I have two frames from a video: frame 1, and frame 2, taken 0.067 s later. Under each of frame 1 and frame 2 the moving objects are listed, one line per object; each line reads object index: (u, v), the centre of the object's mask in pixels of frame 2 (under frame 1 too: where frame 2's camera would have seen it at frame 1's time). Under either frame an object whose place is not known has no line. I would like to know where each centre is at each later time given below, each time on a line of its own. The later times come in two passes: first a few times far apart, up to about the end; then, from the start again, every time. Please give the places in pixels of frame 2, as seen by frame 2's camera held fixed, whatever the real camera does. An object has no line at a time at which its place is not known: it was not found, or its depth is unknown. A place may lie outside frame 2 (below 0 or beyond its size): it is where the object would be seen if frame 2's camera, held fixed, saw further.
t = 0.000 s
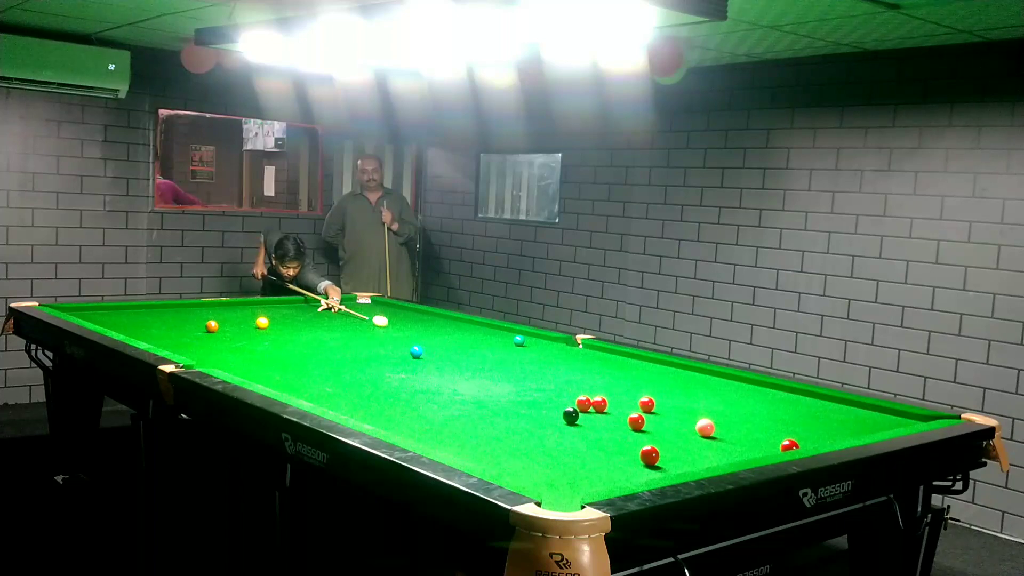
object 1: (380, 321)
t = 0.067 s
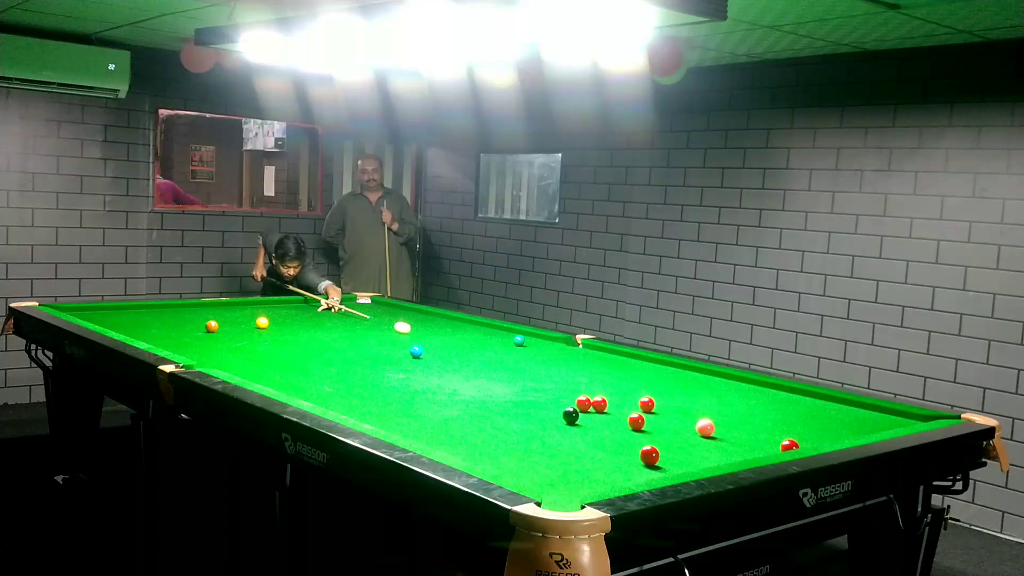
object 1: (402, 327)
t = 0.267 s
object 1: (474, 349)
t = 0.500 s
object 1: (567, 376)
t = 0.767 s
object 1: (689, 404)
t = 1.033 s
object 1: (815, 419)
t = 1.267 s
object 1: (883, 422)
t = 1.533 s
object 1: (851, 402)
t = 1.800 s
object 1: (771, 394)
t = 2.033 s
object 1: (707, 388)
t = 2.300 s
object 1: (638, 381)
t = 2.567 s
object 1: (575, 374)
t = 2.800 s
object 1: (523, 369)
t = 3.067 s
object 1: (467, 364)
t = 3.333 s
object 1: (413, 359)
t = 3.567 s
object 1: (369, 355)
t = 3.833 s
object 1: (321, 351)
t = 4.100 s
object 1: (275, 347)
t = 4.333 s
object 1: (237, 343)
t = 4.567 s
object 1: (200, 340)
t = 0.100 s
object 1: (414, 331)
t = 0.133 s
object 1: (425, 334)
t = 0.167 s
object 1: (437, 338)
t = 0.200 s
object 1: (449, 342)
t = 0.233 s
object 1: (461, 345)
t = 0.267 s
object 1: (474, 349)
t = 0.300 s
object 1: (487, 353)
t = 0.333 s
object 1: (499, 356)
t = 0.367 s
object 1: (512, 360)
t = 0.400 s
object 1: (526, 364)
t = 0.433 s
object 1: (539, 368)
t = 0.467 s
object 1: (552, 372)
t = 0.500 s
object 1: (567, 376)
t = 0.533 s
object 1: (582, 381)
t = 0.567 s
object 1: (597, 385)
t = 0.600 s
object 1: (613, 390)
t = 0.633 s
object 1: (629, 396)
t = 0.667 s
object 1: (646, 397)
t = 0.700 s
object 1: (662, 401)
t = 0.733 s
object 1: (675, 402)
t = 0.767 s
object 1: (689, 404)
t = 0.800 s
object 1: (705, 405)
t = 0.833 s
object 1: (719, 407)
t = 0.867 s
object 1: (735, 408)
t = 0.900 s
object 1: (749, 410)
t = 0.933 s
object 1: (766, 413)
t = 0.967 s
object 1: (782, 415)
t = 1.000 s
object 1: (798, 417)
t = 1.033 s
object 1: (815, 419)
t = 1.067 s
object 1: (831, 421)
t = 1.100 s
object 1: (848, 423)
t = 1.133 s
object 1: (865, 425)
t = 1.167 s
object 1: (881, 426)
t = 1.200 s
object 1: (891, 426)
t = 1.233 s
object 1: (887, 424)
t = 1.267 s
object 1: (883, 422)
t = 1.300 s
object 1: (879, 418)
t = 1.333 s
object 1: (875, 416)
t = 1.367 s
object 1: (873, 413)
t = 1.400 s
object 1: (870, 410)
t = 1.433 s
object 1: (868, 408)
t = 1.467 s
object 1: (866, 406)
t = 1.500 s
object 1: (863, 403)
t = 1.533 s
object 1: (851, 402)
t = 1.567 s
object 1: (841, 401)
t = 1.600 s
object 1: (830, 400)
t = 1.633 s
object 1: (820, 399)
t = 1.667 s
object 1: (810, 398)
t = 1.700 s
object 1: (800, 397)
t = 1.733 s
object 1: (790, 396)
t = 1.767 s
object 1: (781, 395)
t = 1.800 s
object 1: (771, 394)
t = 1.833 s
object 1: (762, 394)
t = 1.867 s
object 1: (753, 392)
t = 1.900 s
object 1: (743, 391)
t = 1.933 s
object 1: (734, 391)
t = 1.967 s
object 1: (725, 389)
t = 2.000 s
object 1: (716, 388)
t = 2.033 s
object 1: (707, 388)
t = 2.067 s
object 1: (698, 387)
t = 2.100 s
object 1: (689, 386)
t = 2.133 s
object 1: (680, 385)
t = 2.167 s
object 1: (672, 384)
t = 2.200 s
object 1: (663, 383)
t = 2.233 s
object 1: (655, 382)
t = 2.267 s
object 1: (647, 382)
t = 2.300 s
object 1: (638, 381)
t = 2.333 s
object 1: (630, 380)
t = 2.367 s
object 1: (622, 379)
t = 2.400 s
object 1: (614, 378)
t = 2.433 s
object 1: (606, 378)
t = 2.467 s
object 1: (598, 377)
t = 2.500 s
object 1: (591, 376)
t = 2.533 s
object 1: (583, 375)
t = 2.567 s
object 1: (575, 374)
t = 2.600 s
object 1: (567, 374)
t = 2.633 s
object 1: (560, 373)
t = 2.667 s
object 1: (552, 372)
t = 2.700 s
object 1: (545, 371)
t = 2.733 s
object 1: (537, 371)
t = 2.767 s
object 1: (530, 370)
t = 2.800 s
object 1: (523, 369)
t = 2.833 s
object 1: (516, 369)
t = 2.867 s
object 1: (509, 368)
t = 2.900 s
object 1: (501, 367)
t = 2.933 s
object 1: (494, 367)
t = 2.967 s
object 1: (487, 366)
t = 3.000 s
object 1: (480, 365)
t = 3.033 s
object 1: (474, 365)
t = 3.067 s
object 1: (467, 364)
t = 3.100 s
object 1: (460, 363)
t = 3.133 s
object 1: (453, 363)
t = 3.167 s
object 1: (446, 362)
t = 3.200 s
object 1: (440, 362)
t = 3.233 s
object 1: (433, 361)
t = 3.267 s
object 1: (426, 360)
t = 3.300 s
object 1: (420, 360)
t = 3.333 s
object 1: (413, 359)
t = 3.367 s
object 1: (407, 359)
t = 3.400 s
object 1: (400, 358)
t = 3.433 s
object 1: (394, 358)
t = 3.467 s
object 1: (388, 357)
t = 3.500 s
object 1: (381, 356)
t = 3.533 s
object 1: (375, 356)
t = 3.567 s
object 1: (369, 355)
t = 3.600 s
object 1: (363, 355)
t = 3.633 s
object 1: (356, 354)
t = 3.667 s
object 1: (350, 354)
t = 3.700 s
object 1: (344, 353)
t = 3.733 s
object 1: (339, 352)
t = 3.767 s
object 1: (333, 352)
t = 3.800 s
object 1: (326, 351)
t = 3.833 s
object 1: (321, 351)
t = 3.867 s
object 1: (315, 350)
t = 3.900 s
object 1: (309, 350)
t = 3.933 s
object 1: (303, 349)
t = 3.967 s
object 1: (297, 349)
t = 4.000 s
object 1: (292, 348)
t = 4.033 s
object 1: (286, 348)
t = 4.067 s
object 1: (280, 347)
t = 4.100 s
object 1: (275, 347)
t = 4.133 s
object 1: (269, 347)
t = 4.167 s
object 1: (264, 346)
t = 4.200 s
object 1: (258, 345)
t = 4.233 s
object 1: (253, 345)
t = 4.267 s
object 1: (247, 344)
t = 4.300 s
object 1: (242, 344)
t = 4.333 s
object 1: (237, 343)
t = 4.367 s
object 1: (231, 343)
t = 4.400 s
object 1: (226, 342)
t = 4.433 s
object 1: (221, 342)
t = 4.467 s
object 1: (215, 341)
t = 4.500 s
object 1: (210, 341)
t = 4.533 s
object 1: (205, 341)
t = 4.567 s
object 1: (200, 340)
